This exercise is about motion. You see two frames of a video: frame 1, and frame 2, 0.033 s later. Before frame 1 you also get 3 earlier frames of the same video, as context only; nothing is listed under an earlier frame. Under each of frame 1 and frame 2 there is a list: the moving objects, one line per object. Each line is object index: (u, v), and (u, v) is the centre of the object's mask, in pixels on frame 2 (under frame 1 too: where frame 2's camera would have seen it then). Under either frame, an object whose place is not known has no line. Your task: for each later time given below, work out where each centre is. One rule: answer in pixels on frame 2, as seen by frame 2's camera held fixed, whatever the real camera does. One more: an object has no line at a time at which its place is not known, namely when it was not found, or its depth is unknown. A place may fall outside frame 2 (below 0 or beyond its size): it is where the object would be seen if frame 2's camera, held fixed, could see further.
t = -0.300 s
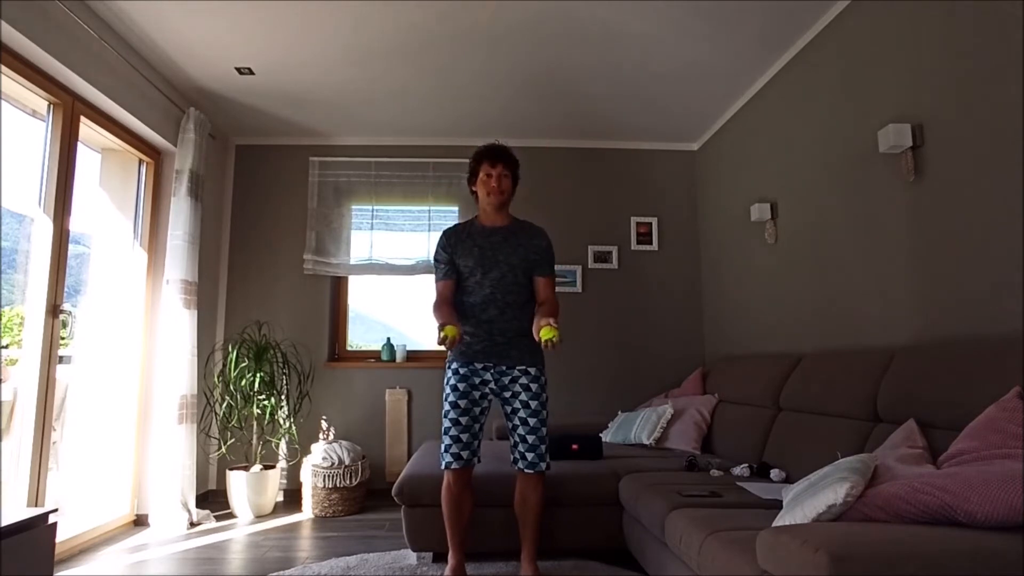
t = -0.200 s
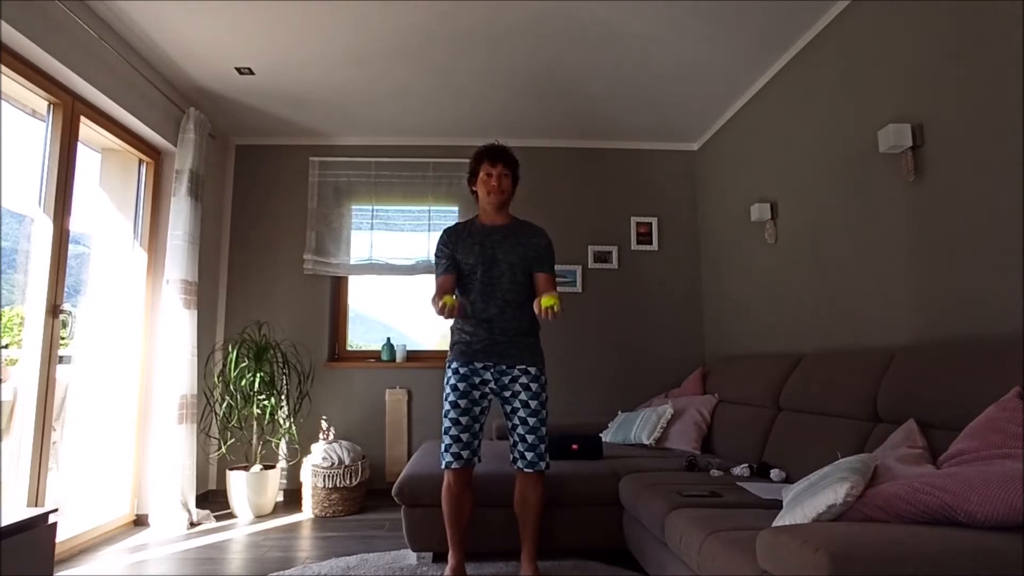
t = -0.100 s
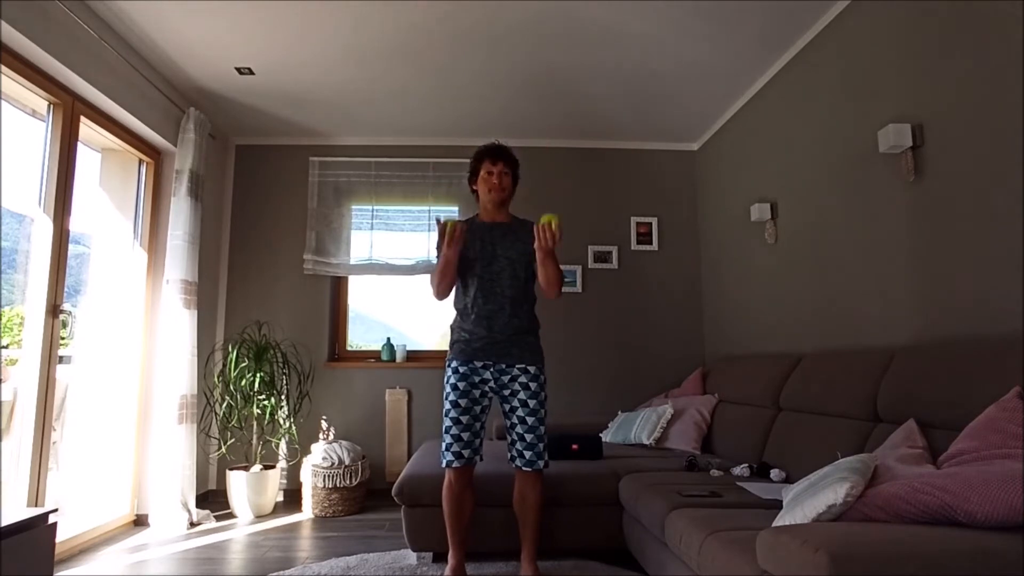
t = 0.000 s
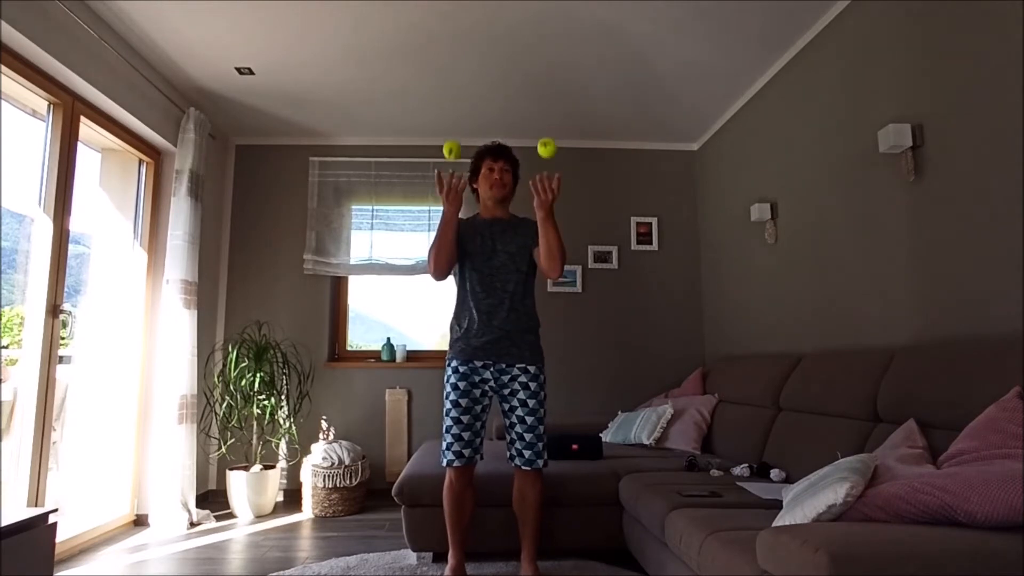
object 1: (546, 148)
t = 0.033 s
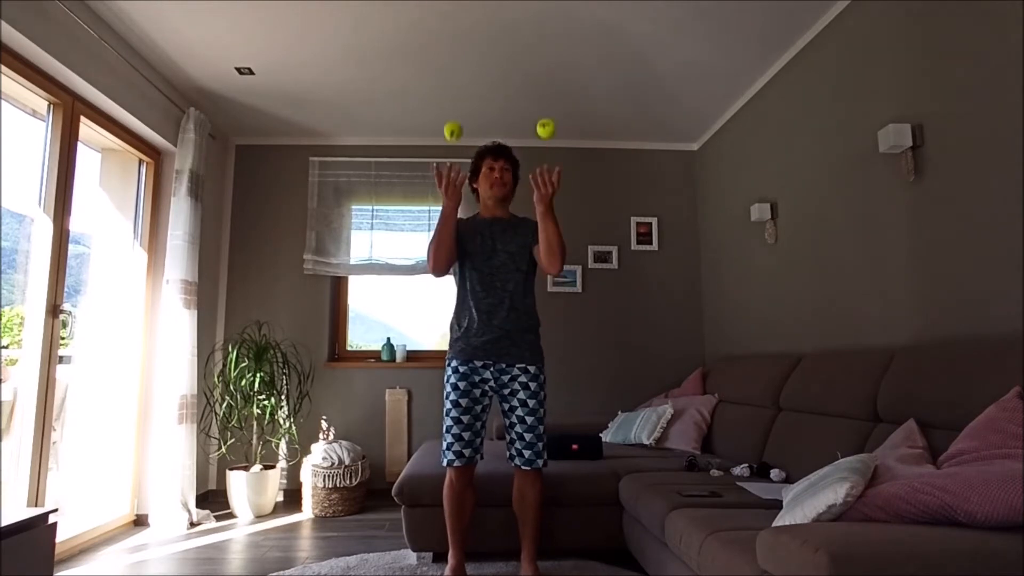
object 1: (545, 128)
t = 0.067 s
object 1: (544, 112)
